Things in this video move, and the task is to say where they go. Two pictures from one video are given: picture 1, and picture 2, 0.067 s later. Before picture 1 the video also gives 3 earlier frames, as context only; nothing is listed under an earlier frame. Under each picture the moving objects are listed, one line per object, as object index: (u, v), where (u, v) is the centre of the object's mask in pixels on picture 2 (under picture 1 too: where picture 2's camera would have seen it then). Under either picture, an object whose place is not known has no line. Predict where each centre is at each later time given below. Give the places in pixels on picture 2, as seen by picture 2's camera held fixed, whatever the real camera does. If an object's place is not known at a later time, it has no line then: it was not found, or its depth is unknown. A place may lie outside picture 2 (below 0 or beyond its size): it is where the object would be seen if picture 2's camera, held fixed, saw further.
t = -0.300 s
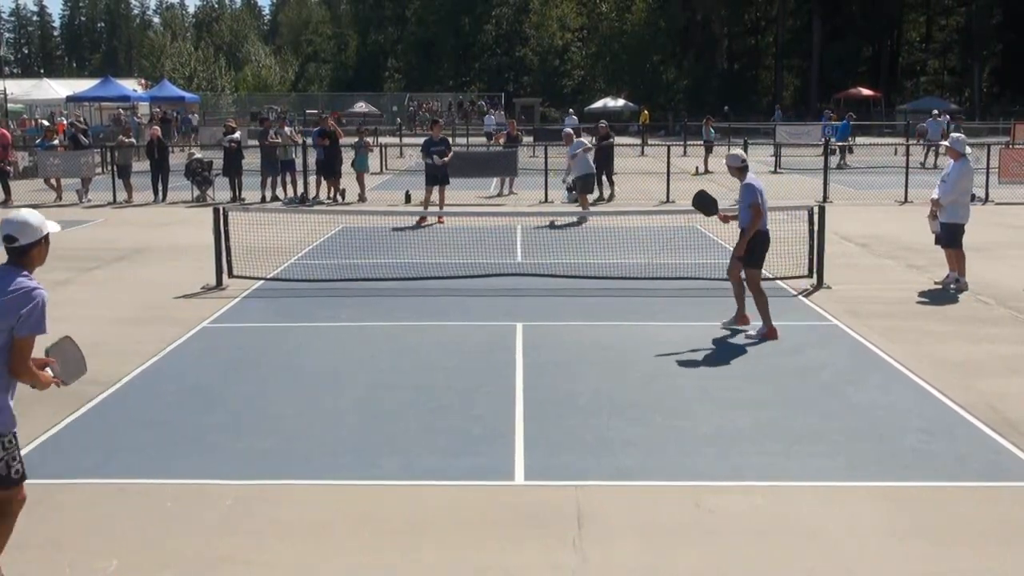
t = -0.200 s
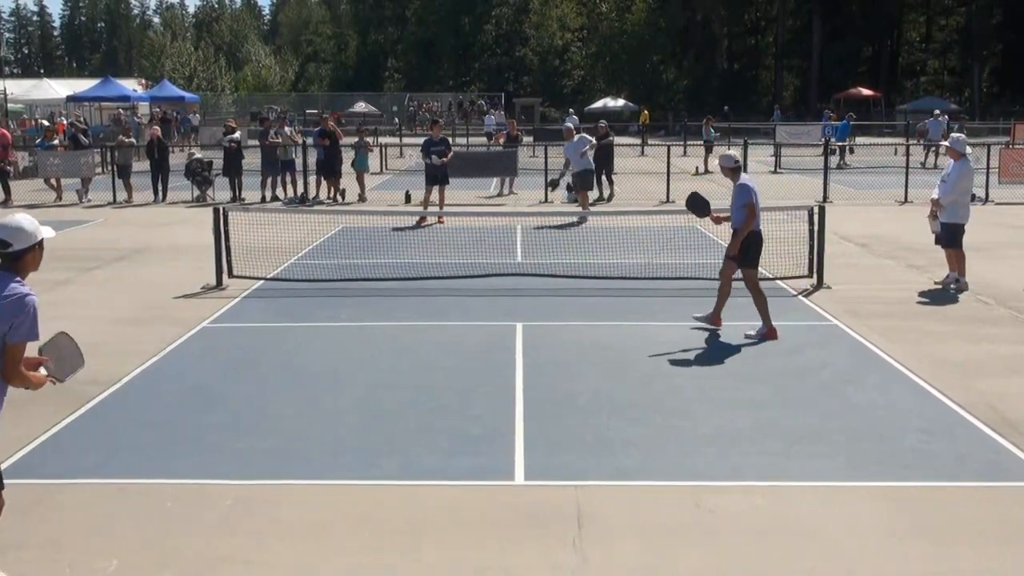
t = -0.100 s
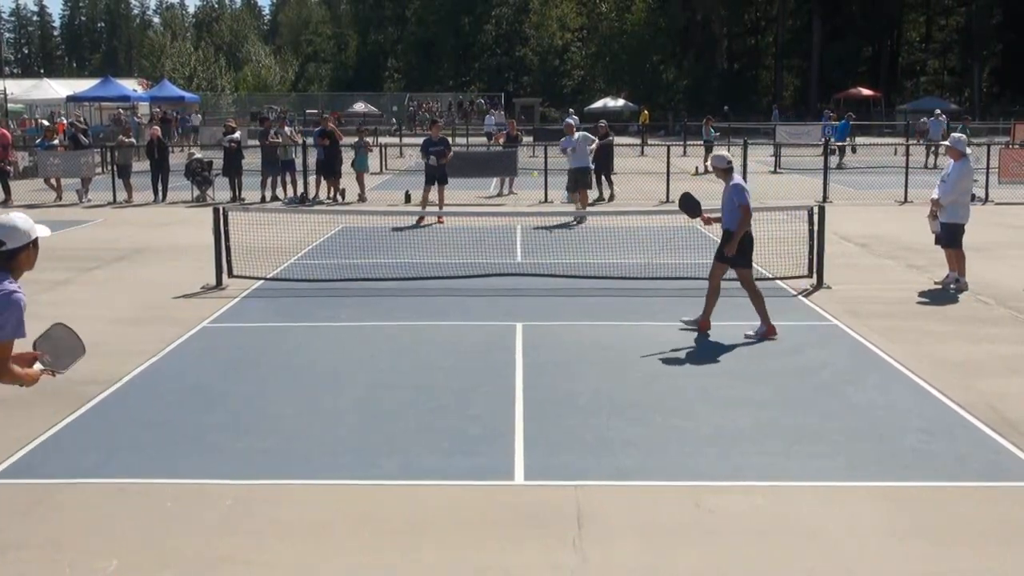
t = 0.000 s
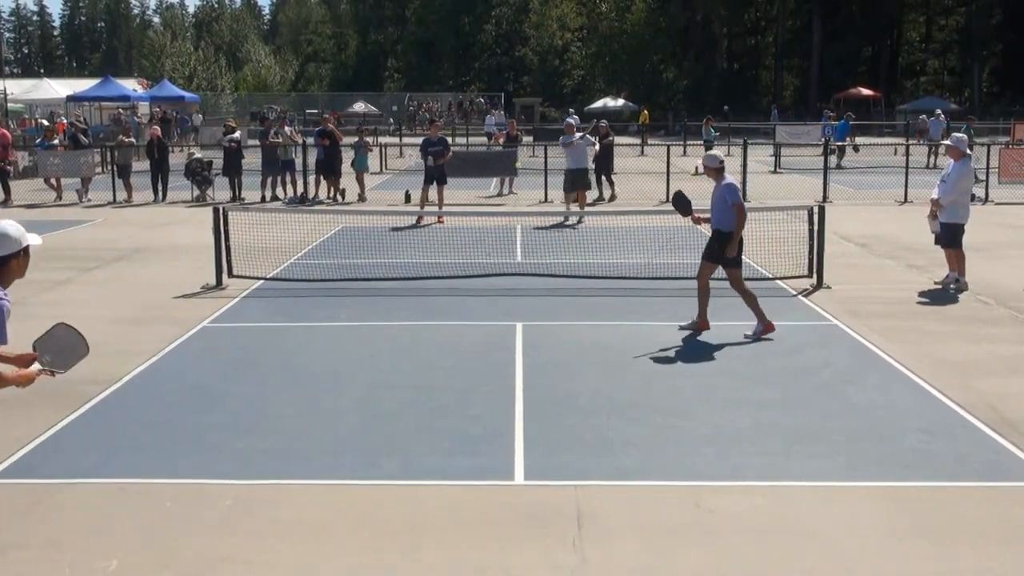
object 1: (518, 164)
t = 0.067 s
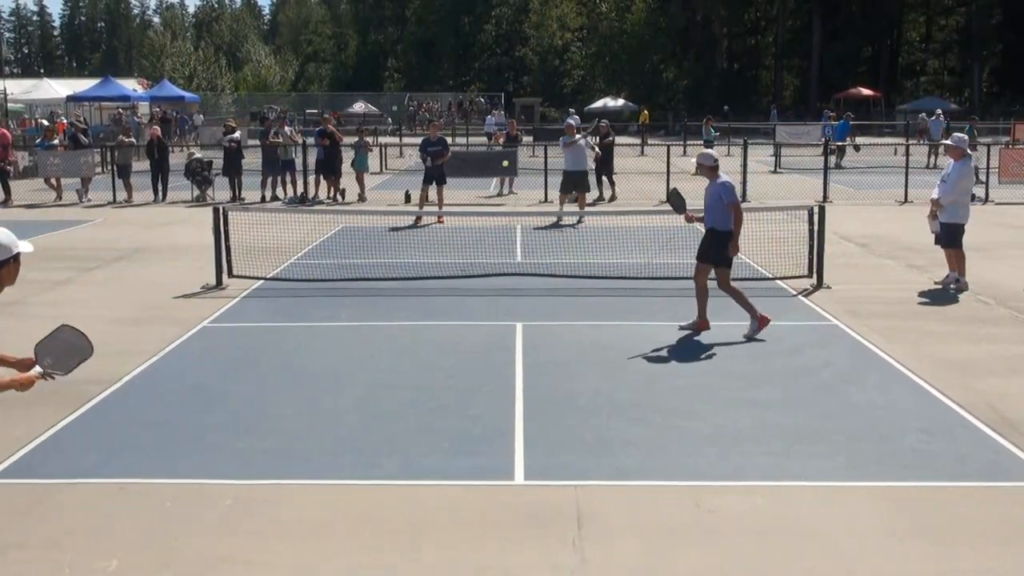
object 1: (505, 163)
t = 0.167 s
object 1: (483, 170)
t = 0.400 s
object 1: (415, 236)
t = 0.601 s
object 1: (329, 368)
